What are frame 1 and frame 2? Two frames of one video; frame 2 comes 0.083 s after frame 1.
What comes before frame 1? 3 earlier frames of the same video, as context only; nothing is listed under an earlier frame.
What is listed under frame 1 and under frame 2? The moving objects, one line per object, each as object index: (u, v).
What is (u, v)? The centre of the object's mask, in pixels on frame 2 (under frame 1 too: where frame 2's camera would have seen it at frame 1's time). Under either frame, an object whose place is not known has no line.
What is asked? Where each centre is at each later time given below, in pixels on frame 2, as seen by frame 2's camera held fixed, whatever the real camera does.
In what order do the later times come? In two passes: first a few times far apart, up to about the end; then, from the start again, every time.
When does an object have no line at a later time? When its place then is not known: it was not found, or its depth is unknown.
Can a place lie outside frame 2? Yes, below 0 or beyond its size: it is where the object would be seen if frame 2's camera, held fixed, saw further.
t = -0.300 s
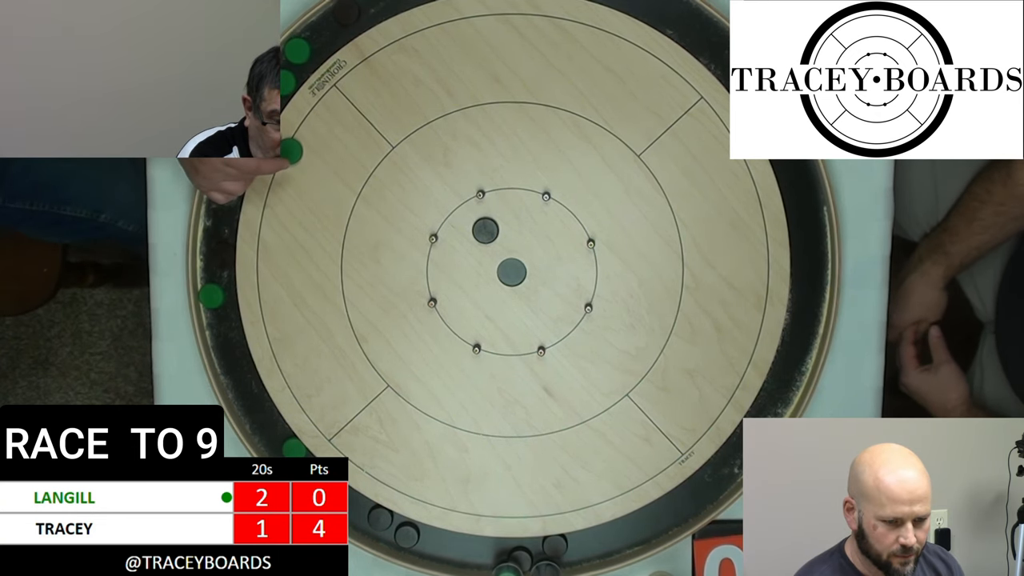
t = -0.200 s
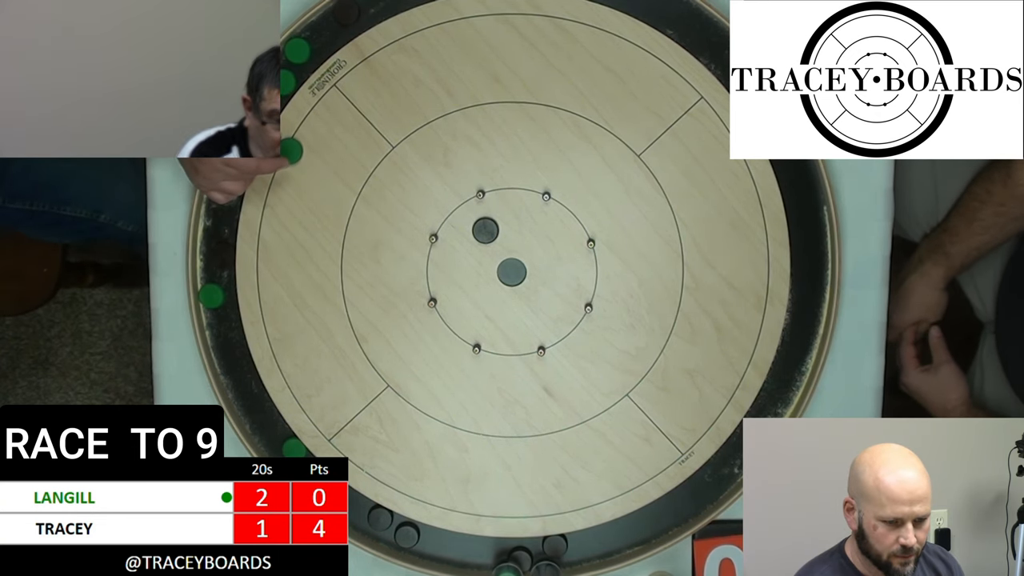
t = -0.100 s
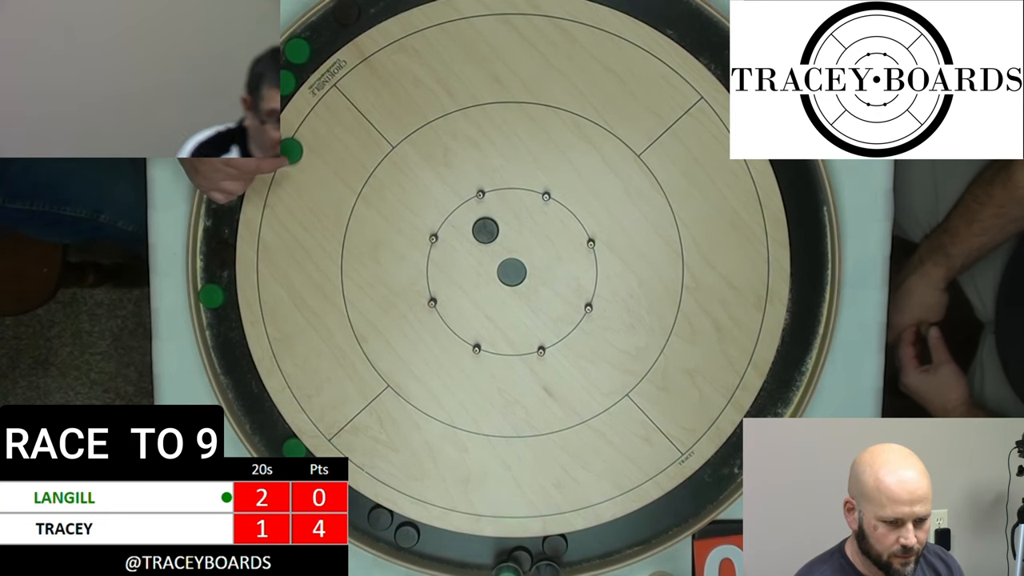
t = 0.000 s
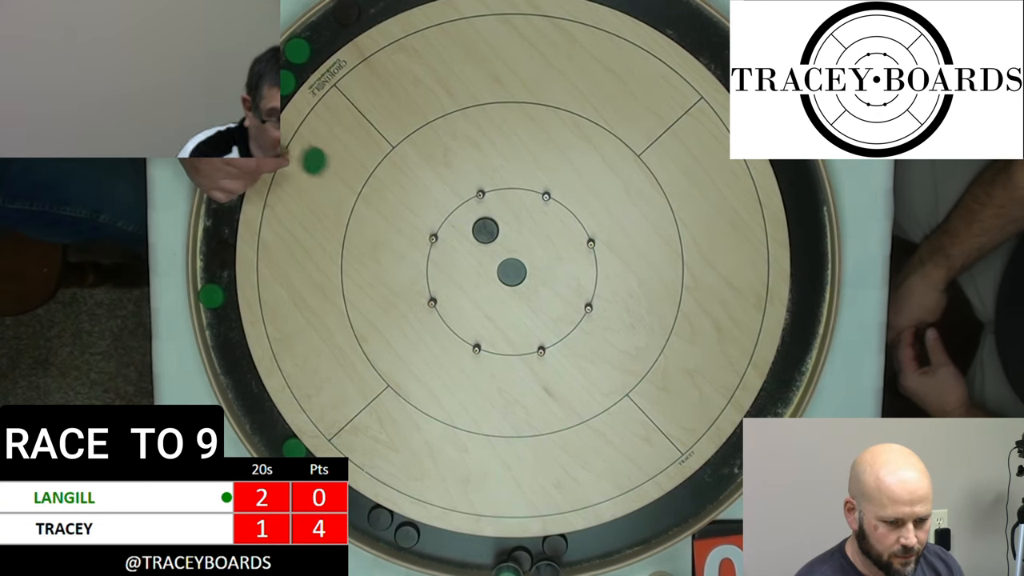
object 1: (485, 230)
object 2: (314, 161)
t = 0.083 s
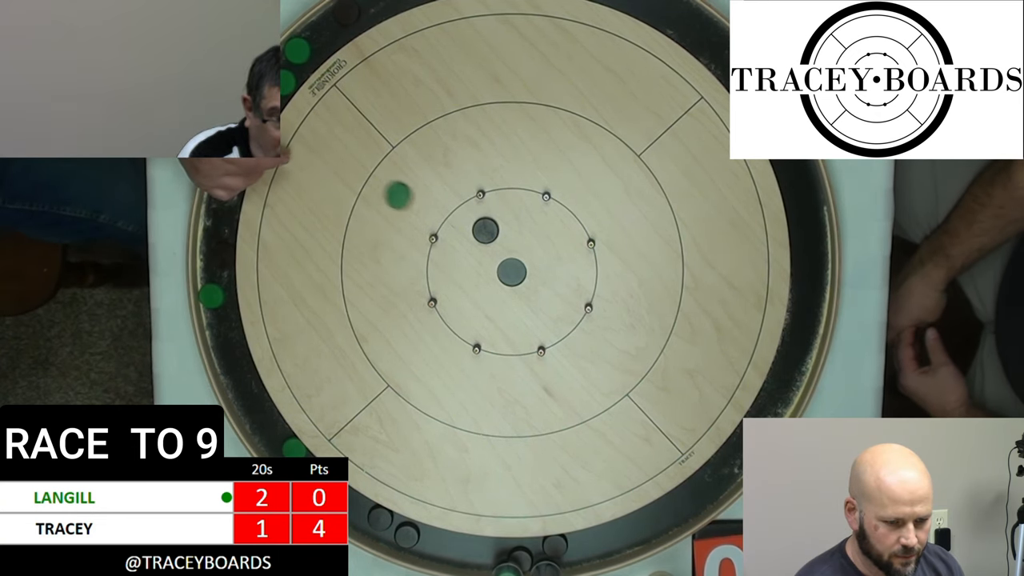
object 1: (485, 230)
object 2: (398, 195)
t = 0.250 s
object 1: (565, 259)
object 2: (466, 224)
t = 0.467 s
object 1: (704, 309)
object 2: (467, 225)
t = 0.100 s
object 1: (485, 230)
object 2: (415, 201)
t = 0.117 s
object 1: (485, 230)
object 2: (430, 208)
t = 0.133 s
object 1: (485, 230)
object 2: (447, 215)
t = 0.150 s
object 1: (488, 231)
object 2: (460, 221)
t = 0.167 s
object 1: (501, 236)
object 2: (461, 222)
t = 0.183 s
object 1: (514, 241)
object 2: (462, 222)
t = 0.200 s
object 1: (527, 245)
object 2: (463, 223)
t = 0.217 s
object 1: (540, 250)
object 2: (464, 224)
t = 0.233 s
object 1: (553, 255)
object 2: (465, 224)
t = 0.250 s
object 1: (565, 259)
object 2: (466, 224)
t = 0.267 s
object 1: (578, 264)
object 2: (466, 224)
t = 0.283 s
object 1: (590, 268)
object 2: (466, 225)
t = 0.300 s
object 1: (603, 273)
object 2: (467, 225)
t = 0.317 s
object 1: (615, 277)
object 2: (467, 225)
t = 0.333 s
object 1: (626, 281)
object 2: (467, 225)
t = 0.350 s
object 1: (637, 285)
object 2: (467, 225)
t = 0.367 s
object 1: (648, 289)
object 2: (467, 225)
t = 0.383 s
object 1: (658, 293)
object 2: (467, 225)
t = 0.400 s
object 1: (668, 296)
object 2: (467, 225)
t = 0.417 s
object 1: (678, 299)
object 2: (467, 225)
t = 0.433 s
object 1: (687, 303)
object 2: (467, 225)
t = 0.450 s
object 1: (696, 306)
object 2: (467, 225)
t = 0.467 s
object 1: (704, 309)
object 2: (467, 225)
